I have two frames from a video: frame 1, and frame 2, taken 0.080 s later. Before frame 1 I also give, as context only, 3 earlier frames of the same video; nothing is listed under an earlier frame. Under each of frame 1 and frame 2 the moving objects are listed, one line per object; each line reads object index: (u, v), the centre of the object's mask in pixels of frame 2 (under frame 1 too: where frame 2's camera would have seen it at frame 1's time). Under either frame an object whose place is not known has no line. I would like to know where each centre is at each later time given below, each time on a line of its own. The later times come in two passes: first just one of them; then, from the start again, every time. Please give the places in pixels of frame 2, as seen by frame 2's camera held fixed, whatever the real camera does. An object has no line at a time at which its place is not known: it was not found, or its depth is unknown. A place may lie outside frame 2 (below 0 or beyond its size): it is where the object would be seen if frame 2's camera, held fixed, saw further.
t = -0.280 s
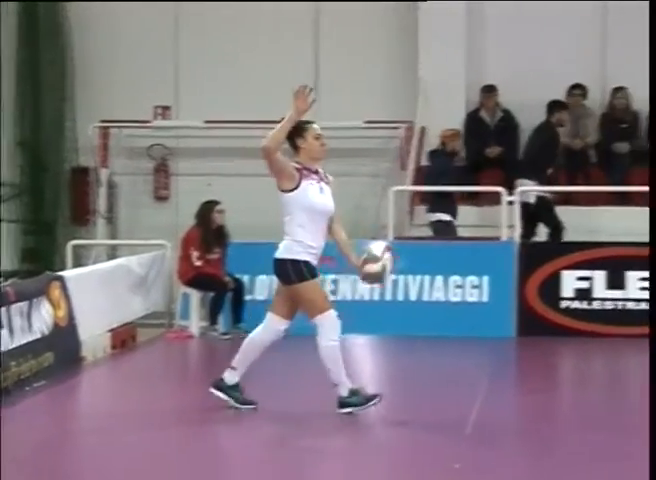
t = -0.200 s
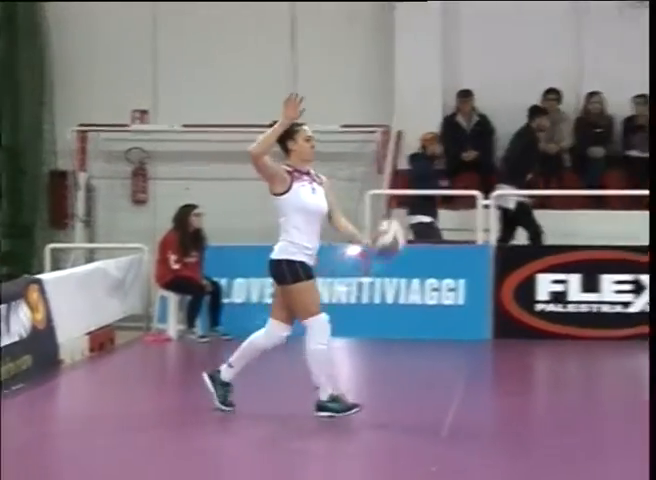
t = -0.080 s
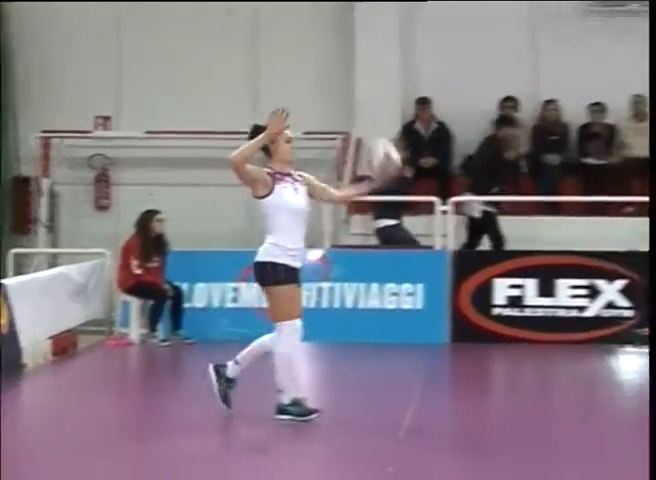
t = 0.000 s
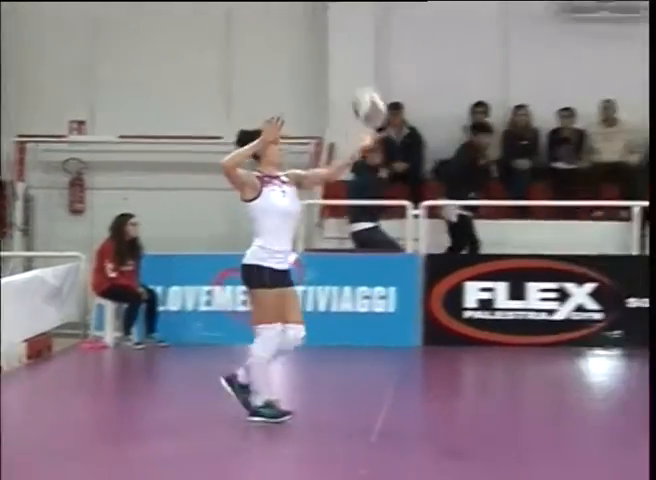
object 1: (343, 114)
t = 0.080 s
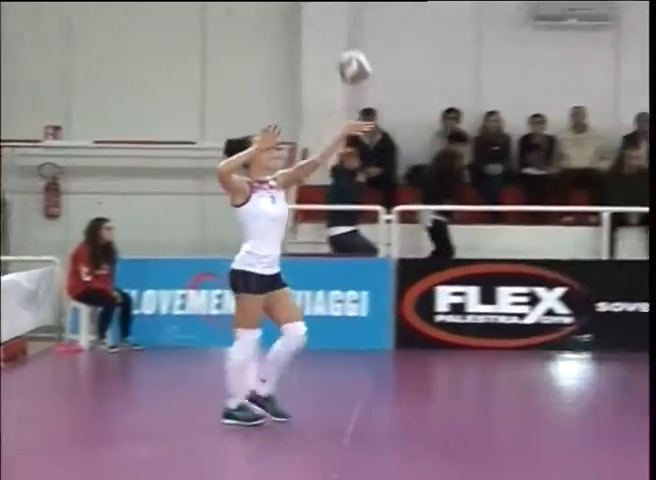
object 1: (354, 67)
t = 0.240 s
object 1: (380, 4)
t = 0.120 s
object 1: (361, 47)
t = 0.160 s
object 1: (366, 30)
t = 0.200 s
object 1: (373, 16)
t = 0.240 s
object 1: (380, 4)
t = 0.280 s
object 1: (386, -5)
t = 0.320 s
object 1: (392, -12)
